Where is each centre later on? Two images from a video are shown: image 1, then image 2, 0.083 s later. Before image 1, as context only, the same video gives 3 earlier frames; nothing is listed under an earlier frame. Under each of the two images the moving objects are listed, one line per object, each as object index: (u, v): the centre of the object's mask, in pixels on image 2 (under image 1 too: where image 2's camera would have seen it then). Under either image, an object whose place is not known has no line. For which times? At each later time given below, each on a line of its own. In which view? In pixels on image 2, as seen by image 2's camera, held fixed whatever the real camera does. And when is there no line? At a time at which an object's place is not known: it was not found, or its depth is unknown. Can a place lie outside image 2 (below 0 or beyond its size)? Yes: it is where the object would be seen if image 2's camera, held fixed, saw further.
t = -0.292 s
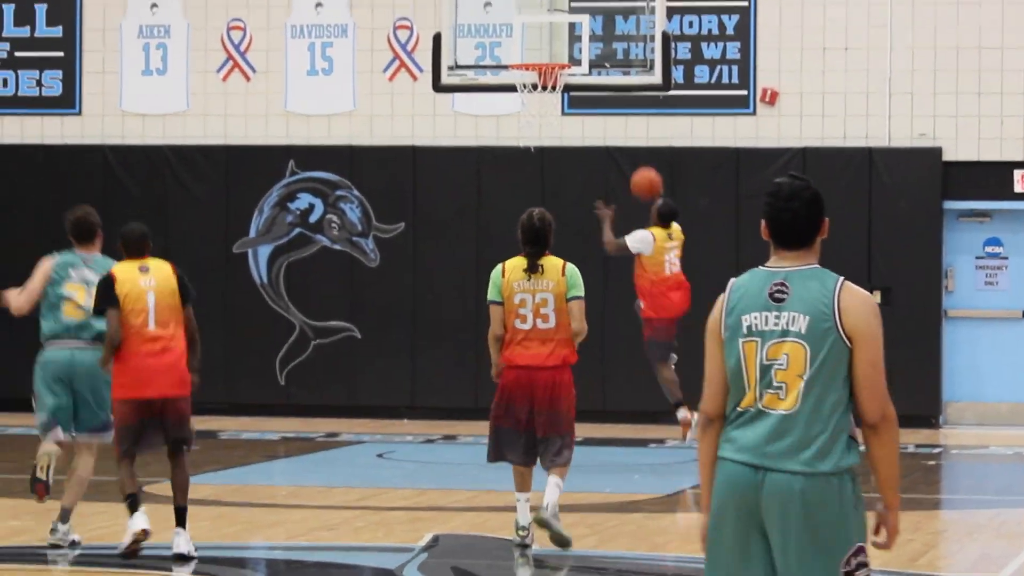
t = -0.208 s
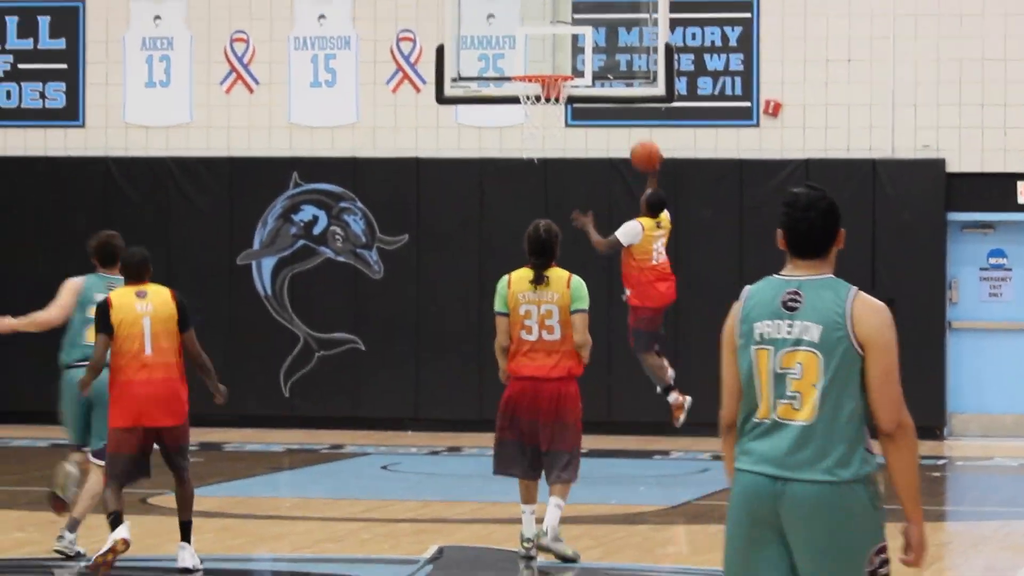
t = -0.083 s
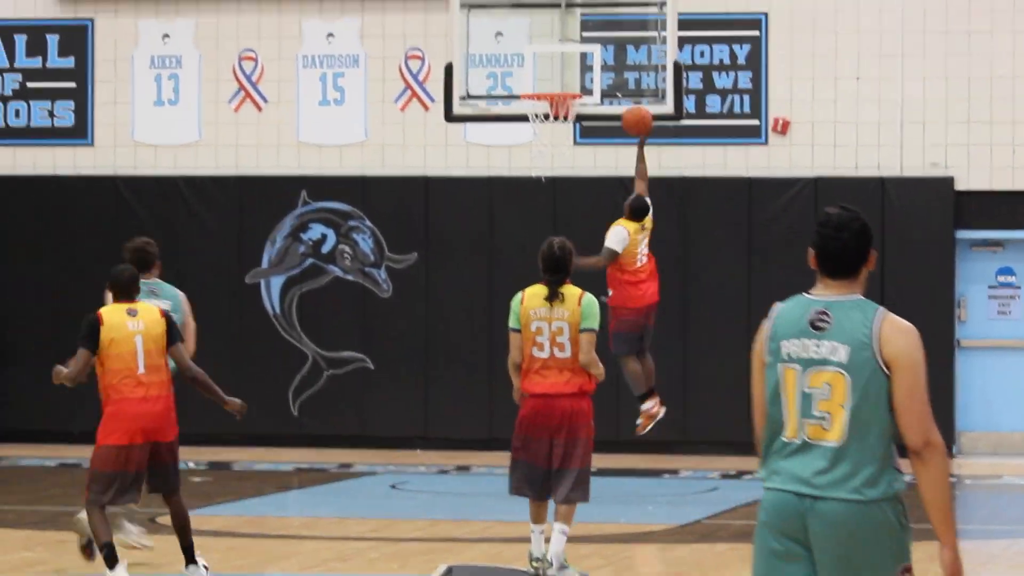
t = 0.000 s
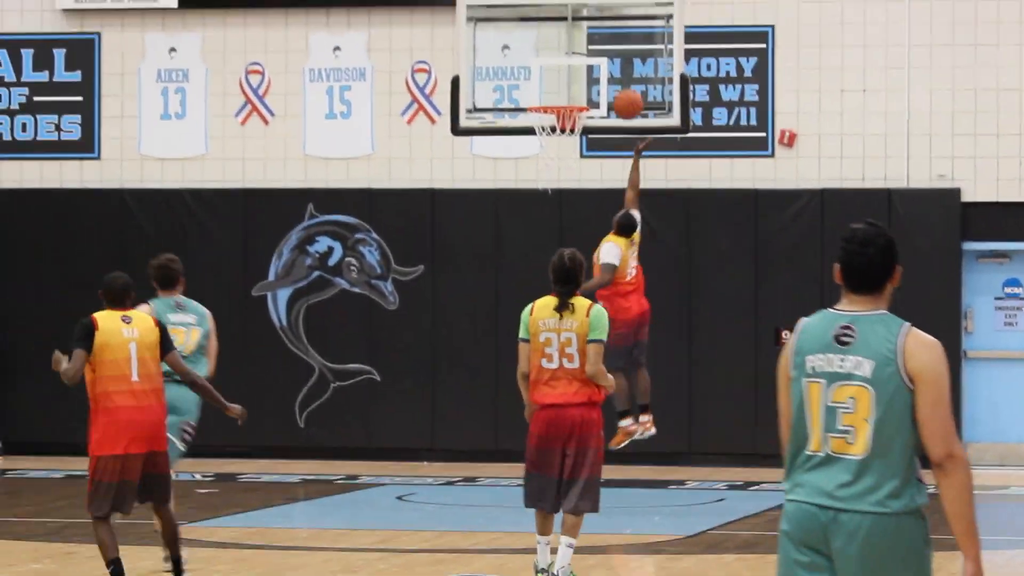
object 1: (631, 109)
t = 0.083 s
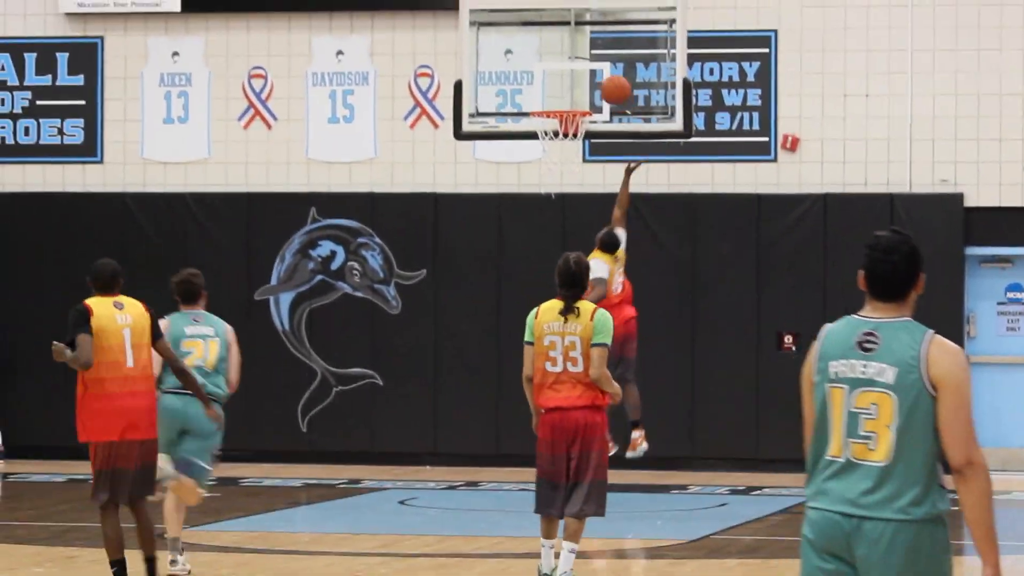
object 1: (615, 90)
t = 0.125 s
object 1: (607, 84)
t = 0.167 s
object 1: (600, 80)
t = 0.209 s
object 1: (592, 76)
